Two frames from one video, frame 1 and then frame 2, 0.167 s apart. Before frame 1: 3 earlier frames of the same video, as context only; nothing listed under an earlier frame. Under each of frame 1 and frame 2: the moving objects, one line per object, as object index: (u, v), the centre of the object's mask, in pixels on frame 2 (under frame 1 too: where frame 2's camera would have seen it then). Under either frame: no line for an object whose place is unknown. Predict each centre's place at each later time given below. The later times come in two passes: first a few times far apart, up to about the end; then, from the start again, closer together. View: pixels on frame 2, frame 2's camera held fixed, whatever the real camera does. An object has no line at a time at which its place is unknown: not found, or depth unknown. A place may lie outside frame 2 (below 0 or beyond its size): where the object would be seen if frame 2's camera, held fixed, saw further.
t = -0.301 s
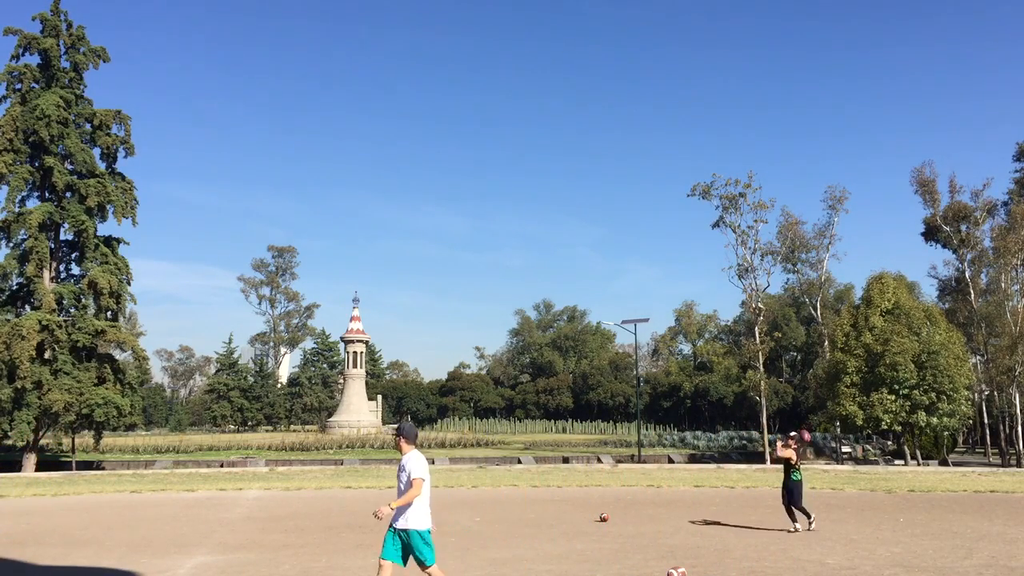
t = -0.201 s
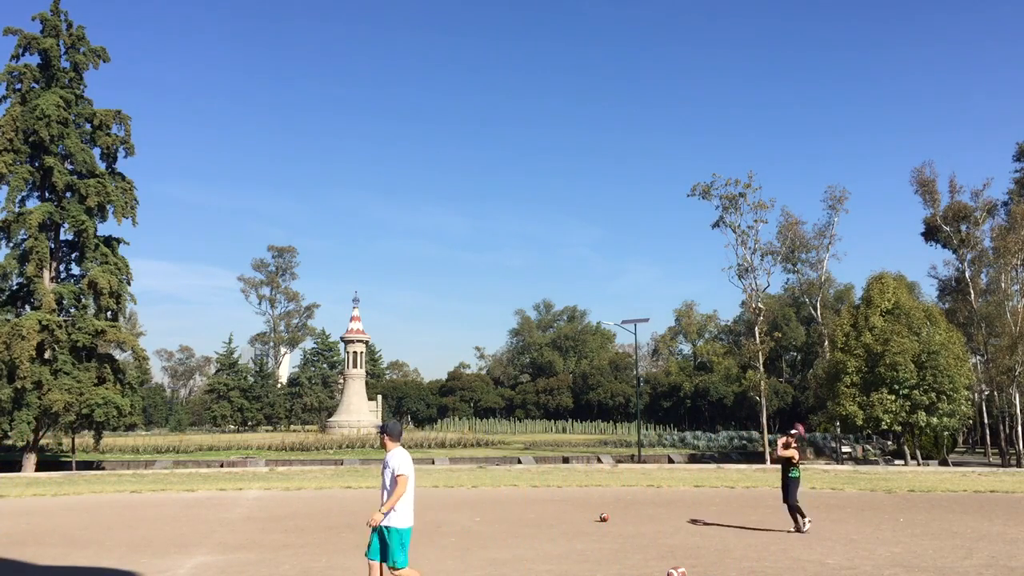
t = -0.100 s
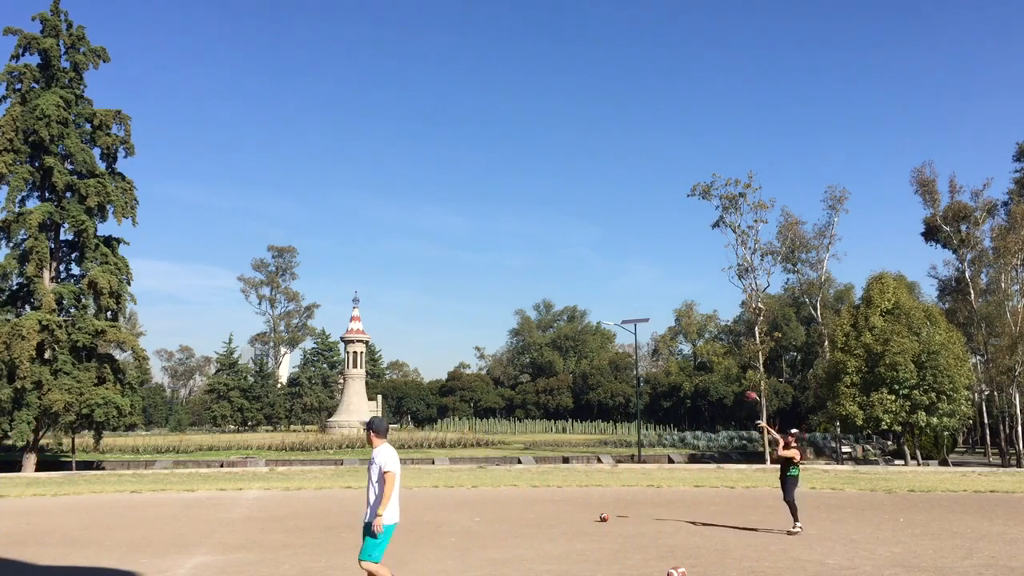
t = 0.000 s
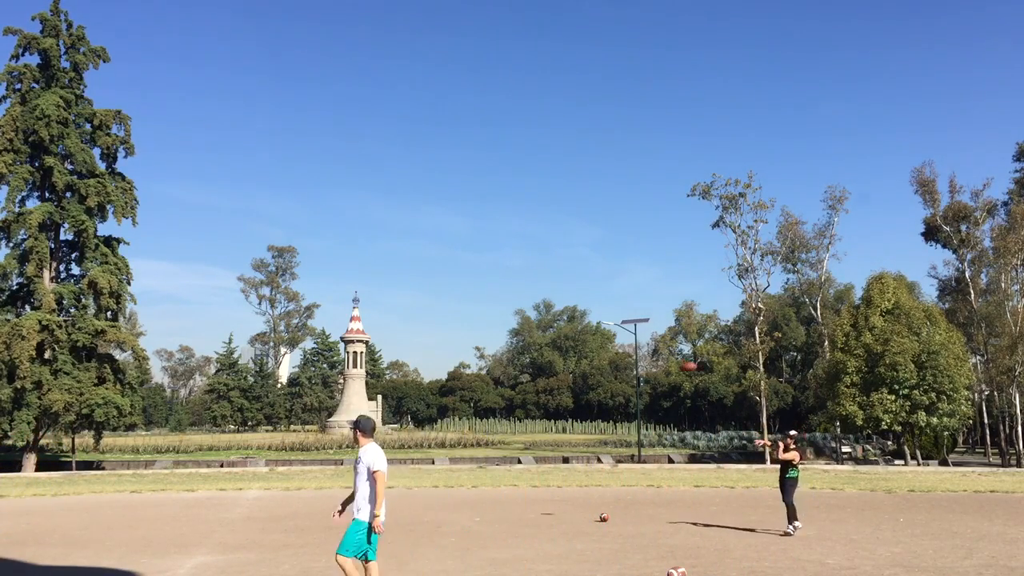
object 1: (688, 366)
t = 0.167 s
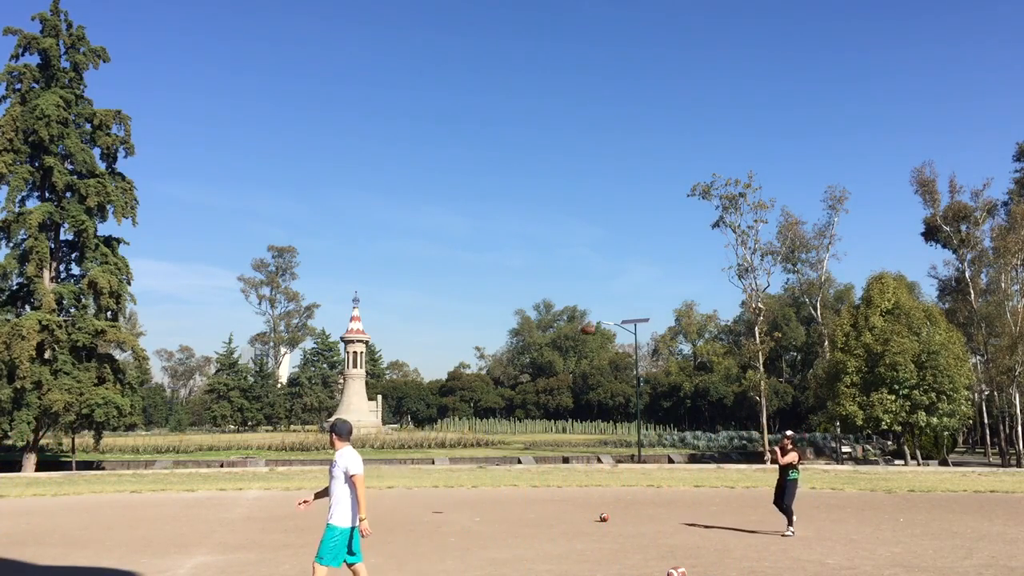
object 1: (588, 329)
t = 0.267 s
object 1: (527, 315)
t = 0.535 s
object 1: (365, 303)
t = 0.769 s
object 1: (221, 325)
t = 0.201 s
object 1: (567, 324)
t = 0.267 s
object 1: (527, 315)
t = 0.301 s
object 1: (507, 312)
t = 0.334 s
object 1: (486, 309)
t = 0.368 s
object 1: (466, 306)
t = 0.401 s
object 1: (446, 305)
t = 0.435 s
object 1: (426, 303)
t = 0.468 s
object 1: (405, 303)
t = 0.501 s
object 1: (385, 303)
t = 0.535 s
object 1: (365, 303)
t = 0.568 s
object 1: (345, 305)
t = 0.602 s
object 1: (324, 306)
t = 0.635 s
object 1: (304, 309)
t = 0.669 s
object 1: (283, 312)
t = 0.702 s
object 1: (262, 316)
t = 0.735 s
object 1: (242, 320)
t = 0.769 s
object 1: (221, 325)
